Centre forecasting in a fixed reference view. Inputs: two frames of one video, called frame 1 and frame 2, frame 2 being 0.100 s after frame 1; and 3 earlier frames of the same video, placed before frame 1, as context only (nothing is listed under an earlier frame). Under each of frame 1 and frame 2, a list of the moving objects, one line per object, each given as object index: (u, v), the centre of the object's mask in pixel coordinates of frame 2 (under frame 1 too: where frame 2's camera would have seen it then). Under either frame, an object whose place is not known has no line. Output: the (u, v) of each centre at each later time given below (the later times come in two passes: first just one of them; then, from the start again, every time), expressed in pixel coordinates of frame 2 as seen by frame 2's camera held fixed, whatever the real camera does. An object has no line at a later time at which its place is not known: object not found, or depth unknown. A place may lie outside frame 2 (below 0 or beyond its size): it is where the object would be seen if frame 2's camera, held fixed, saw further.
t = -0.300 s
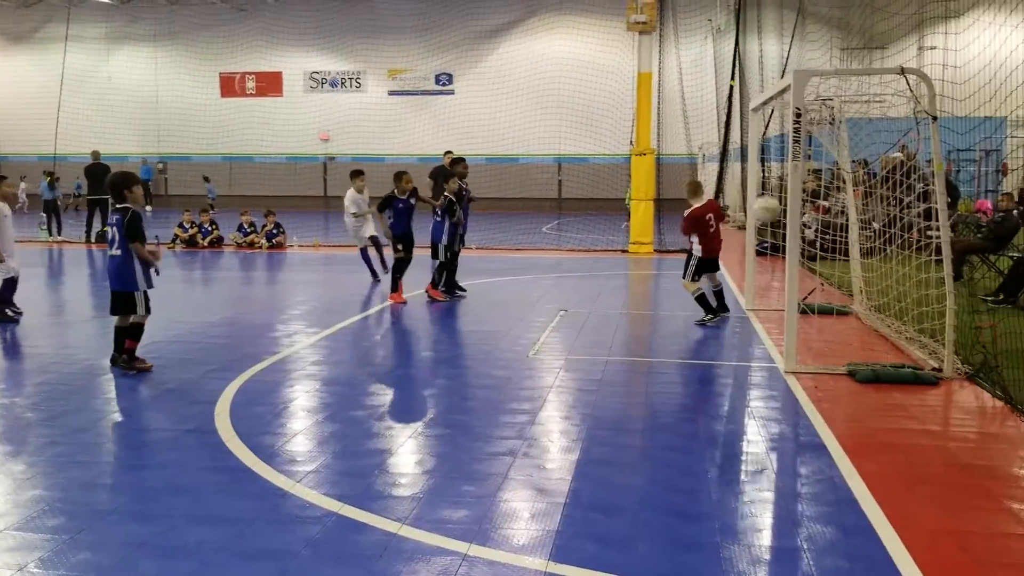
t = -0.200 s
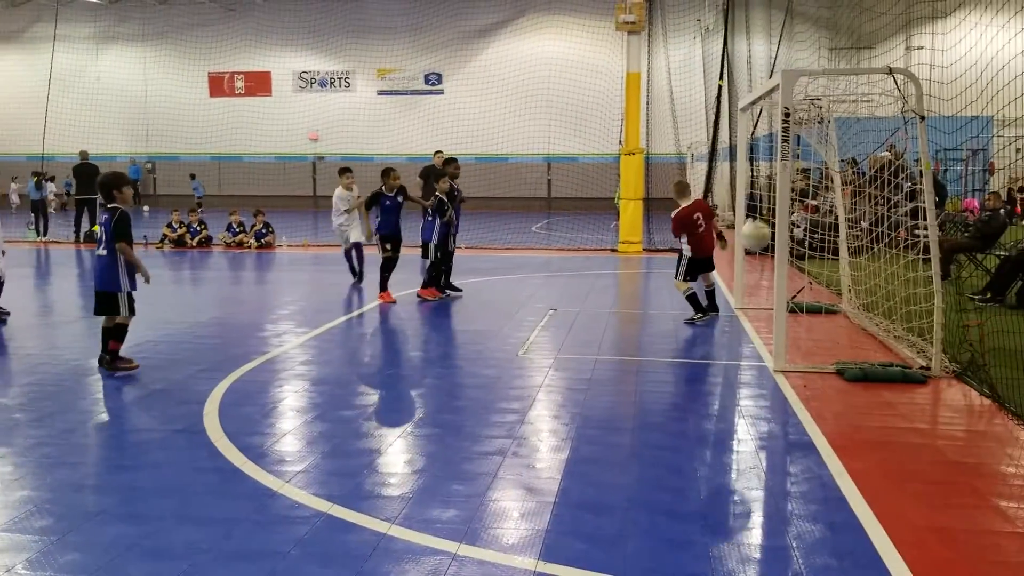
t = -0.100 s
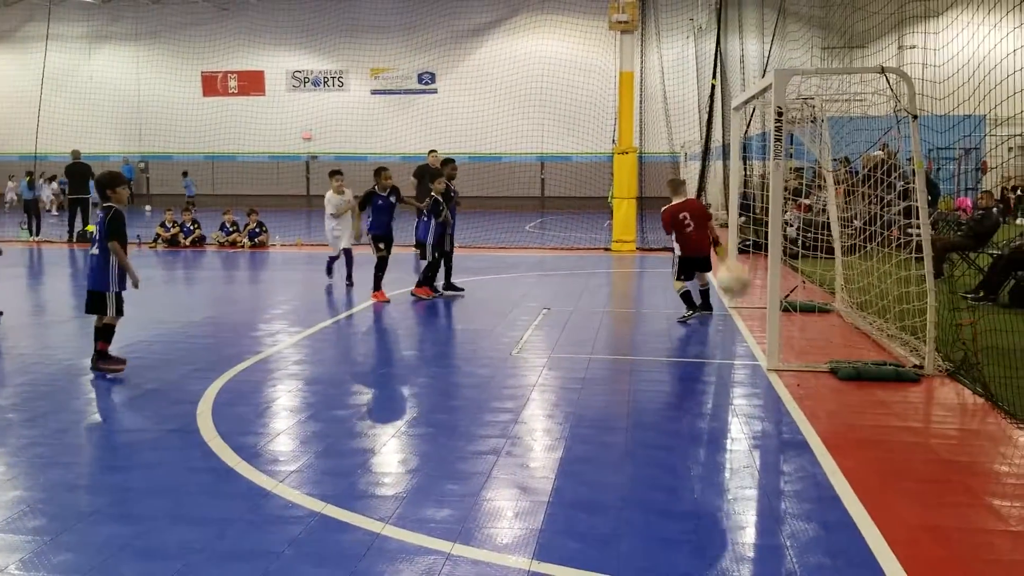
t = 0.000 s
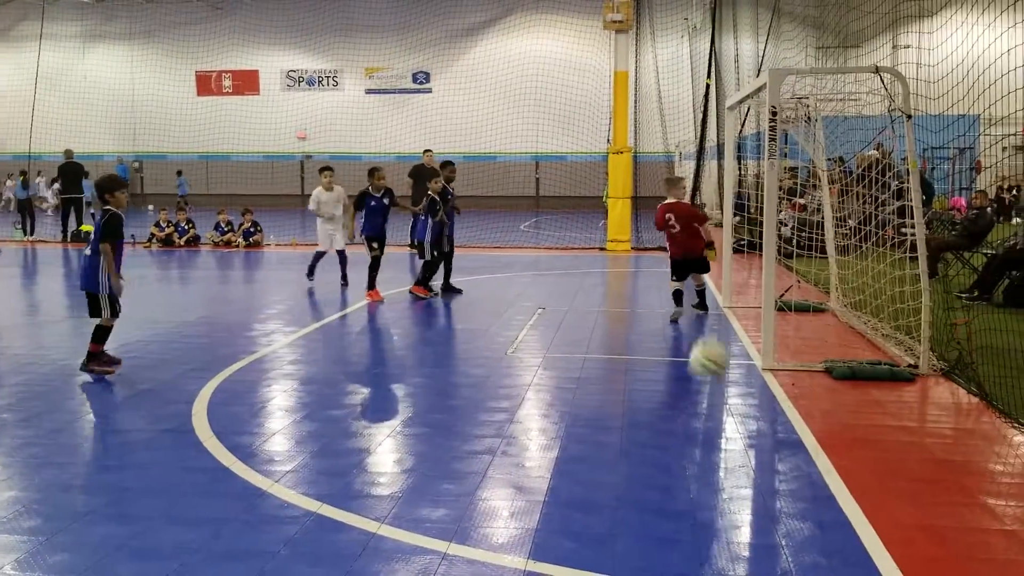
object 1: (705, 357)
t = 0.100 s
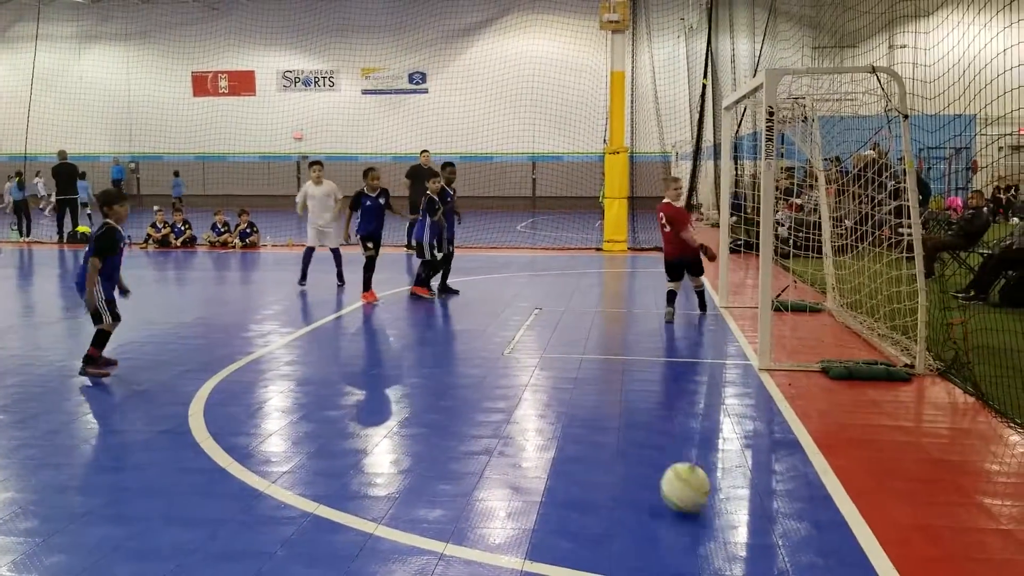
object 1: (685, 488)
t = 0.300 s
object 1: (634, 507)
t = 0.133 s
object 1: (678, 483)
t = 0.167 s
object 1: (671, 482)
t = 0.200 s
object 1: (664, 482)
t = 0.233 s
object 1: (654, 487)
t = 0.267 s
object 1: (646, 494)
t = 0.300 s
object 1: (634, 507)
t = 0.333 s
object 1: (623, 526)
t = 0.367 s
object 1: (610, 545)
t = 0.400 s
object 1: (599, 560)
